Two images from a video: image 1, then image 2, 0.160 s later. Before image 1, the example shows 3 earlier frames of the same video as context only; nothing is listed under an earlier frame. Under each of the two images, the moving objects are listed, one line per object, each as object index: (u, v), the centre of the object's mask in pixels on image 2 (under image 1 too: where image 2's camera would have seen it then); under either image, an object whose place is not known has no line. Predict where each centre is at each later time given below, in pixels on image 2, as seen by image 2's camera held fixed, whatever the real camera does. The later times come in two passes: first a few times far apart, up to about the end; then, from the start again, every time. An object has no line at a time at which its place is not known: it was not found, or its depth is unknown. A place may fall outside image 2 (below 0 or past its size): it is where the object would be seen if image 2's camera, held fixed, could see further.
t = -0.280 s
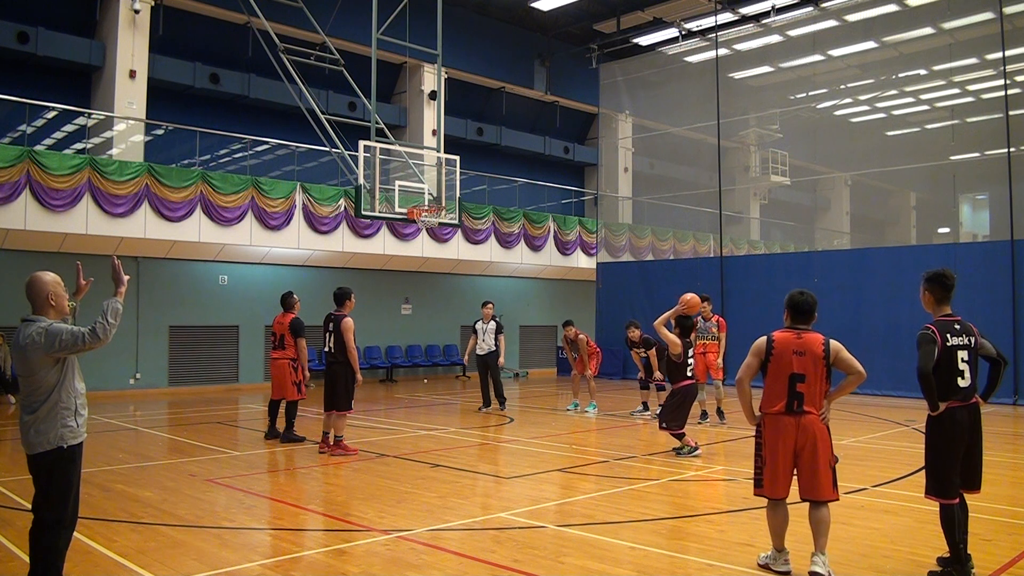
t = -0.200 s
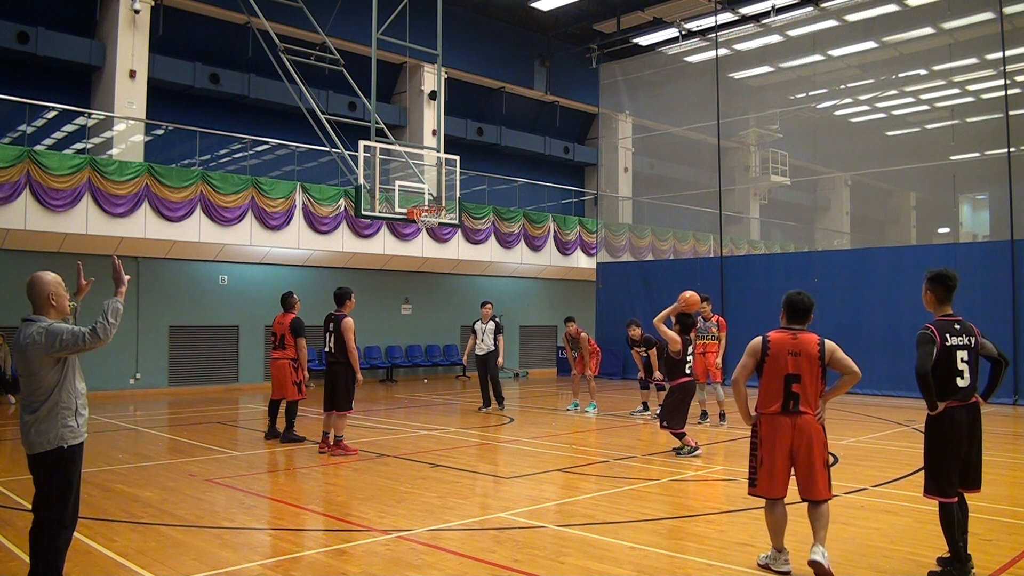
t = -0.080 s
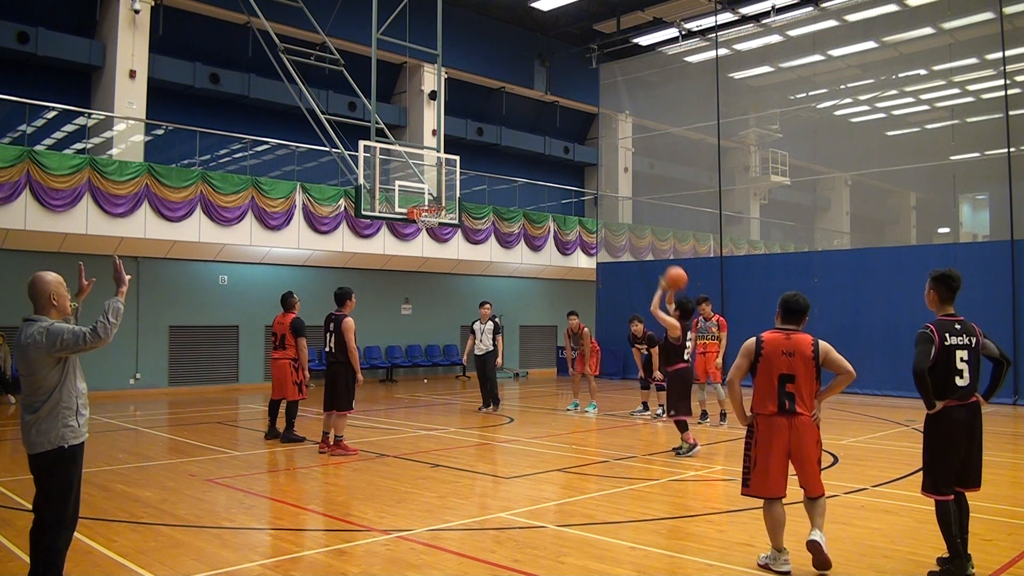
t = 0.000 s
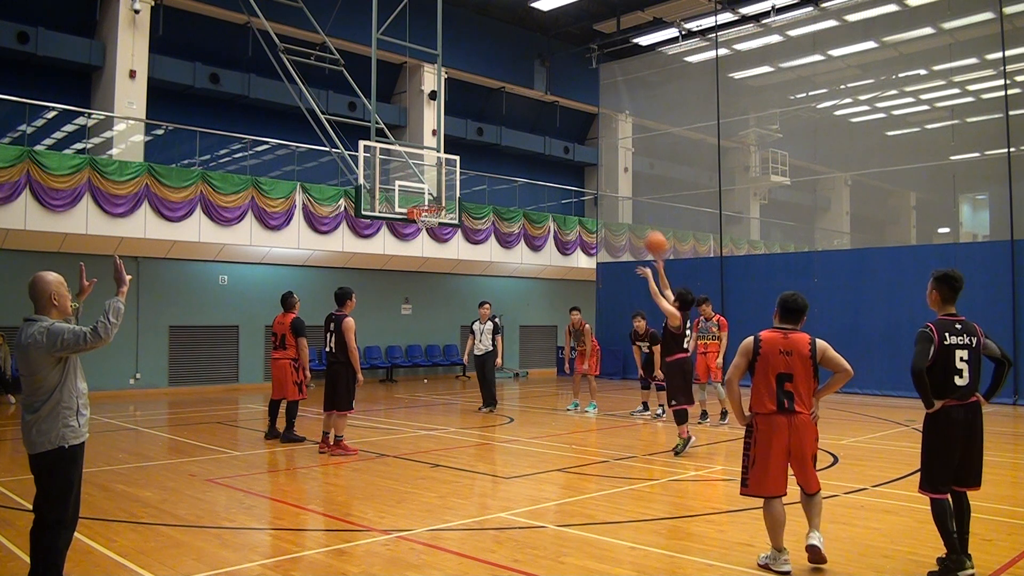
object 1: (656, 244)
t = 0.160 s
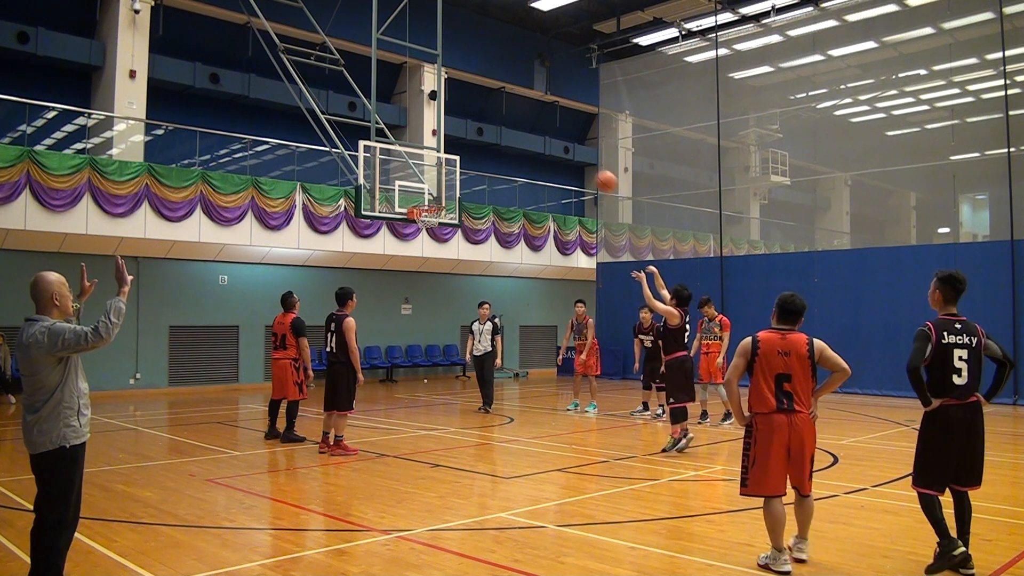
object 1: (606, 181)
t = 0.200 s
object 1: (594, 170)
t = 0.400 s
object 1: (542, 136)
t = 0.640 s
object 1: (488, 139)
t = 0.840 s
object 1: (448, 170)
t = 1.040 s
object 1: (433, 196)
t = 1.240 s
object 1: (468, 186)
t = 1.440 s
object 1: (504, 204)
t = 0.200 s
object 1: (594, 170)
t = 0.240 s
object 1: (584, 161)
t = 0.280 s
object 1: (572, 153)
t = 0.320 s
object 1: (562, 146)
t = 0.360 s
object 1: (552, 141)
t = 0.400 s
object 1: (542, 136)
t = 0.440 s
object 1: (533, 134)
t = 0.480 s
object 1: (523, 133)
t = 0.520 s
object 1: (514, 132)
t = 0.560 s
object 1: (505, 133)
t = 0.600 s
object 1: (496, 136)
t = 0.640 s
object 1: (488, 139)
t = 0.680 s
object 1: (479, 143)
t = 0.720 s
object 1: (471, 148)
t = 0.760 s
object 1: (464, 155)
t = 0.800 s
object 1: (455, 162)
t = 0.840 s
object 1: (448, 170)
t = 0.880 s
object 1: (441, 179)
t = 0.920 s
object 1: (433, 190)
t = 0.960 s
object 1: (425, 199)
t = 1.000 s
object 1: (427, 200)
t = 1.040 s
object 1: (433, 196)
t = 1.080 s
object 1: (440, 192)
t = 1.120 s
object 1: (446, 188)
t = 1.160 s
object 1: (454, 187)
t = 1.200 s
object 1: (460, 186)
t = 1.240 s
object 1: (468, 186)
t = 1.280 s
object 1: (474, 187)
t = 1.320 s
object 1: (481, 189)
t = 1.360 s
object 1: (489, 193)
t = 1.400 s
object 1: (496, 198)
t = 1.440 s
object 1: (504, 204)
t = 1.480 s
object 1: (512, 212)
